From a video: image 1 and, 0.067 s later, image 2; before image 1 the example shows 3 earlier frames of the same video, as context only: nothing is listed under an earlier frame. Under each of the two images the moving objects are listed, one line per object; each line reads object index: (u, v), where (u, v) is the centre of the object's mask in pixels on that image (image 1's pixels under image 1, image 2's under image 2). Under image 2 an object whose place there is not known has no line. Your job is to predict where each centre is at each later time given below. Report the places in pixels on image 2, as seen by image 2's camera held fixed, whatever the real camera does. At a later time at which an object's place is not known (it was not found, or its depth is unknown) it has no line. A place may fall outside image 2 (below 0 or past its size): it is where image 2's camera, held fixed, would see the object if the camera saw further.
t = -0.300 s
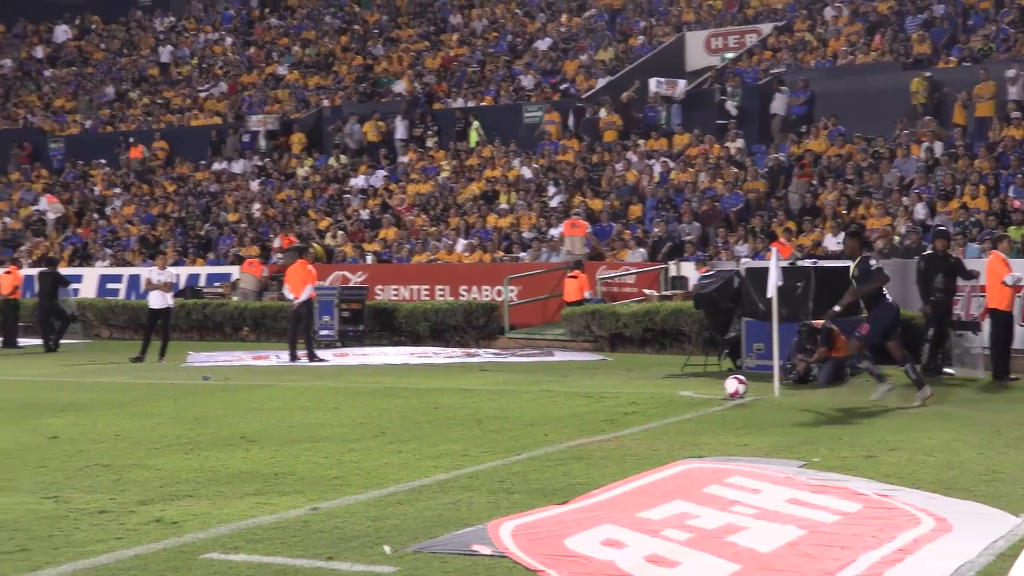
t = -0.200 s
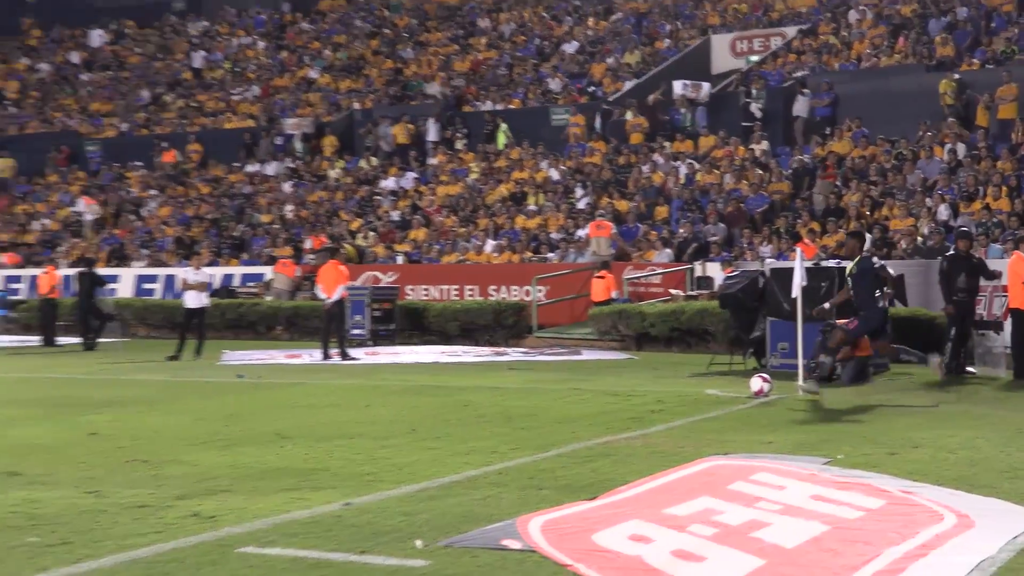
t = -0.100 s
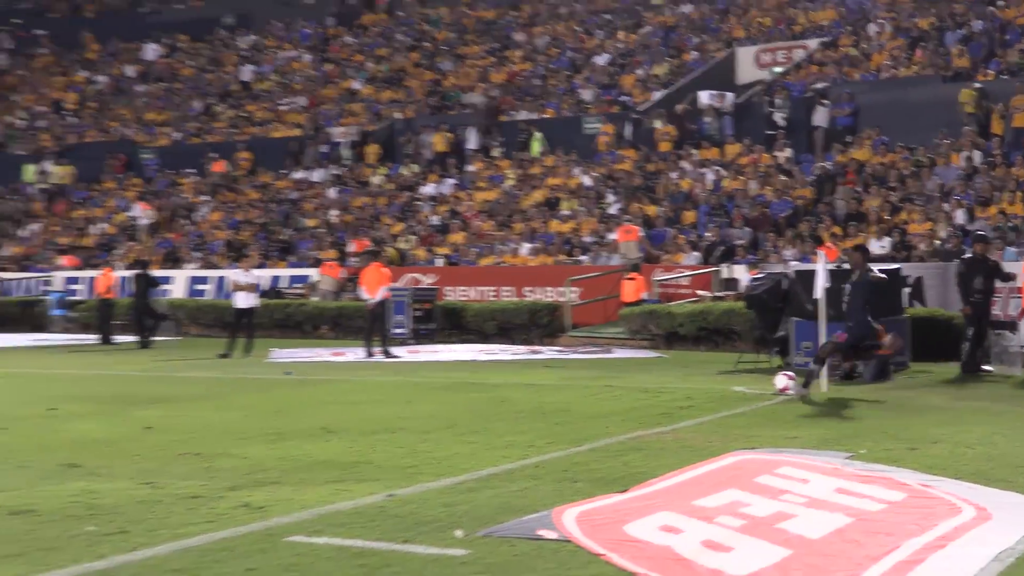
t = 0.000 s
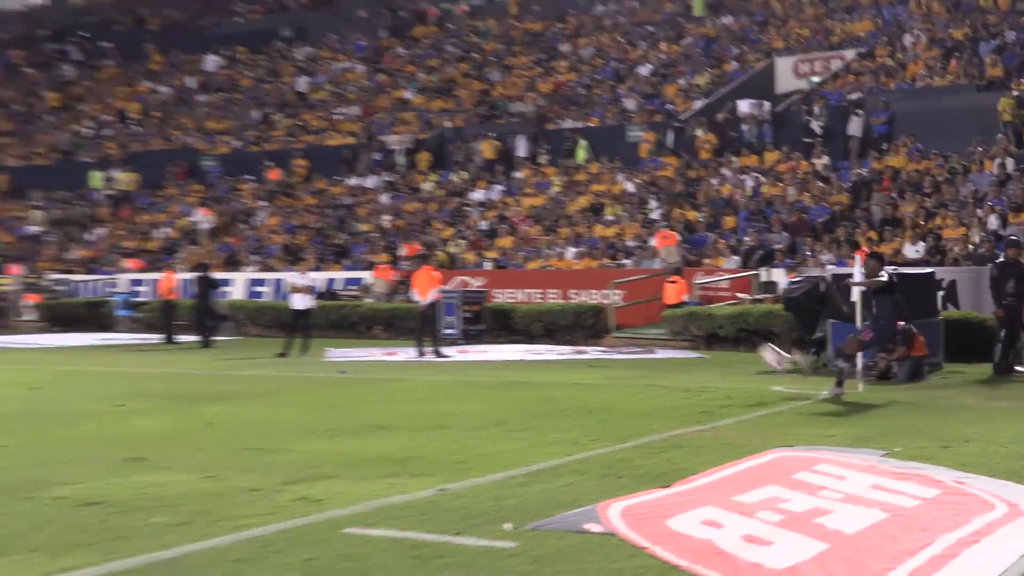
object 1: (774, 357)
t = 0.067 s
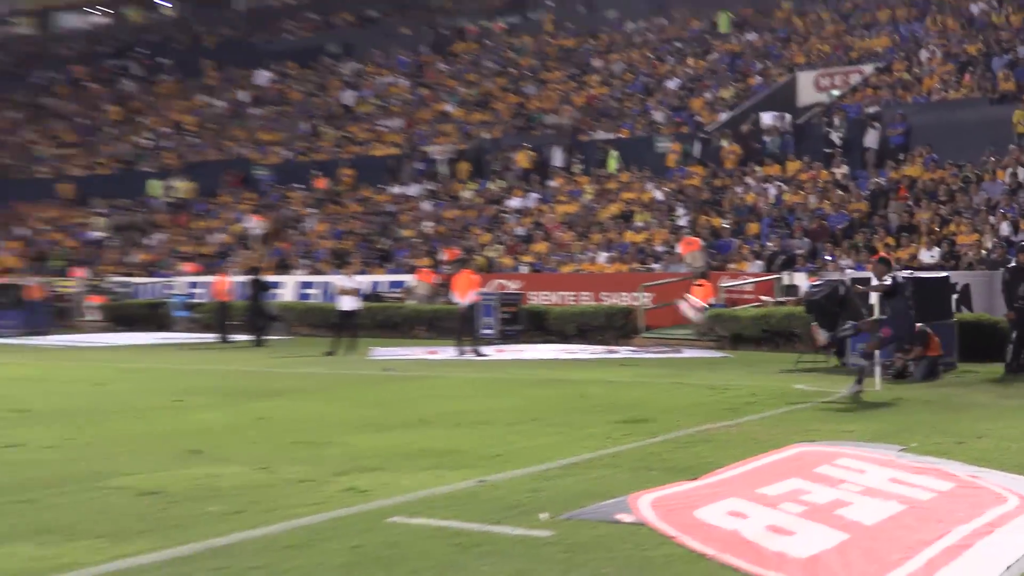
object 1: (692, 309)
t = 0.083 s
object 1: (662, 296)
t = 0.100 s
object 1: (633, 283)
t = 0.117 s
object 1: (603, 271)
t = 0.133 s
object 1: (573, 259)
